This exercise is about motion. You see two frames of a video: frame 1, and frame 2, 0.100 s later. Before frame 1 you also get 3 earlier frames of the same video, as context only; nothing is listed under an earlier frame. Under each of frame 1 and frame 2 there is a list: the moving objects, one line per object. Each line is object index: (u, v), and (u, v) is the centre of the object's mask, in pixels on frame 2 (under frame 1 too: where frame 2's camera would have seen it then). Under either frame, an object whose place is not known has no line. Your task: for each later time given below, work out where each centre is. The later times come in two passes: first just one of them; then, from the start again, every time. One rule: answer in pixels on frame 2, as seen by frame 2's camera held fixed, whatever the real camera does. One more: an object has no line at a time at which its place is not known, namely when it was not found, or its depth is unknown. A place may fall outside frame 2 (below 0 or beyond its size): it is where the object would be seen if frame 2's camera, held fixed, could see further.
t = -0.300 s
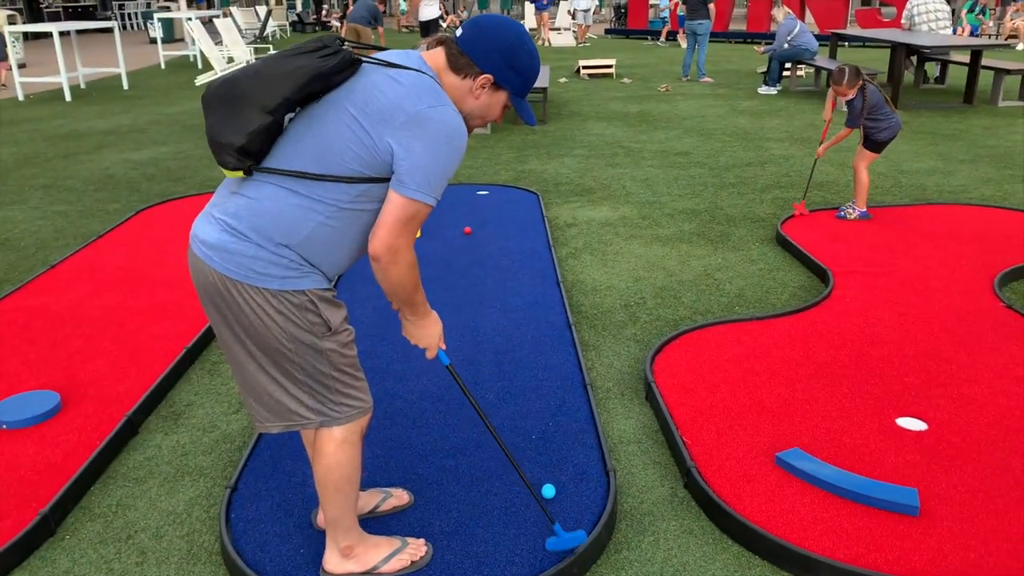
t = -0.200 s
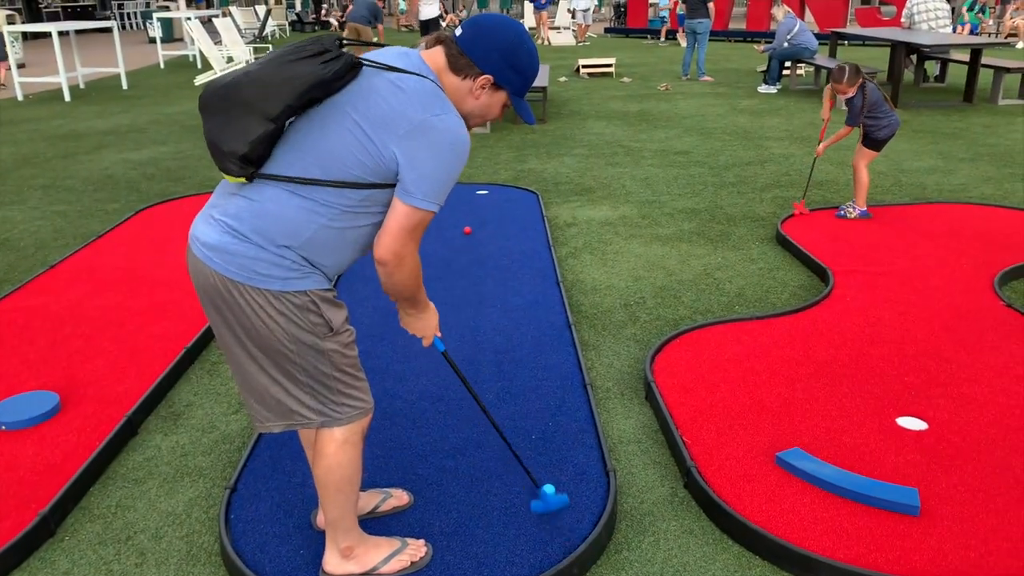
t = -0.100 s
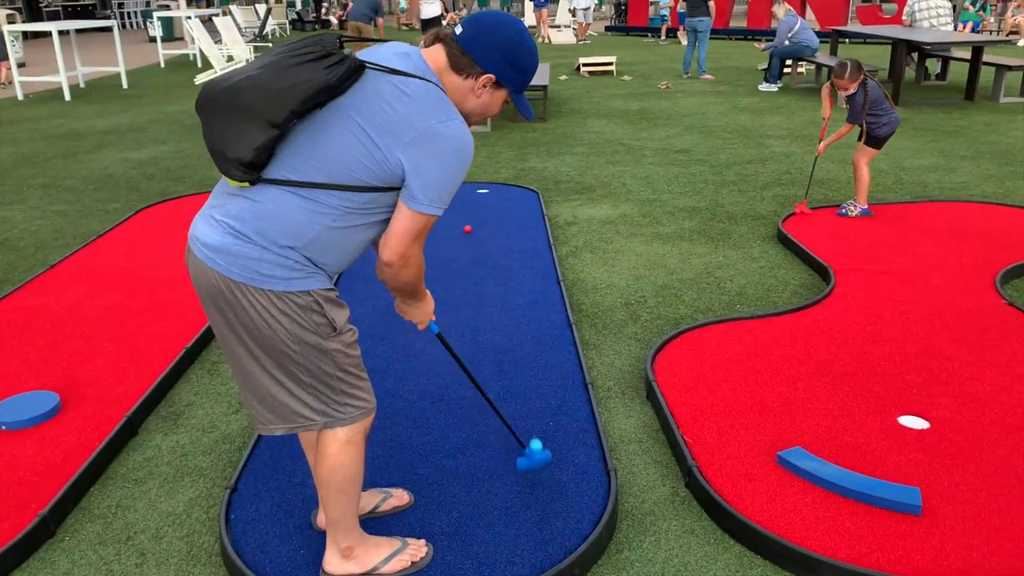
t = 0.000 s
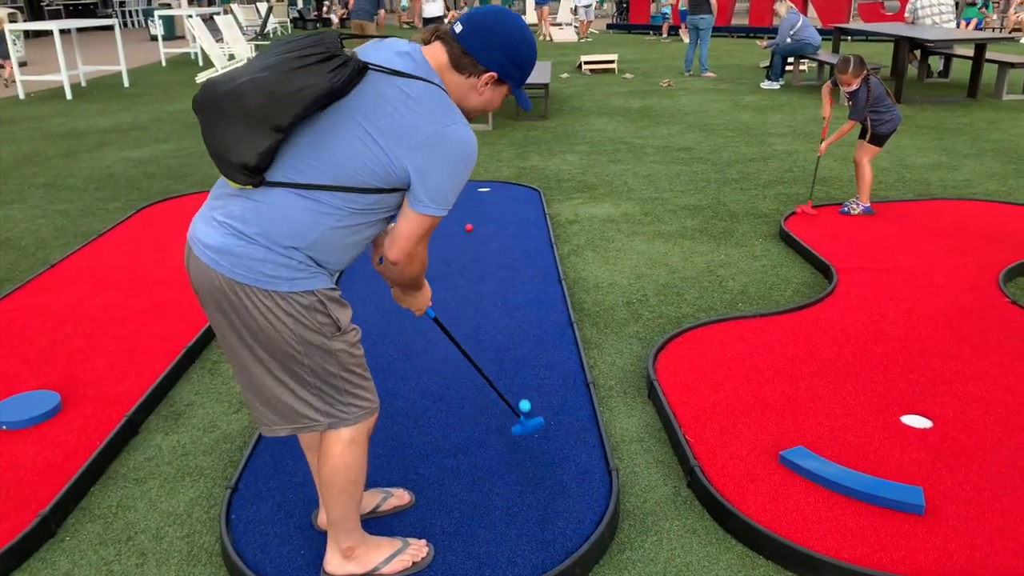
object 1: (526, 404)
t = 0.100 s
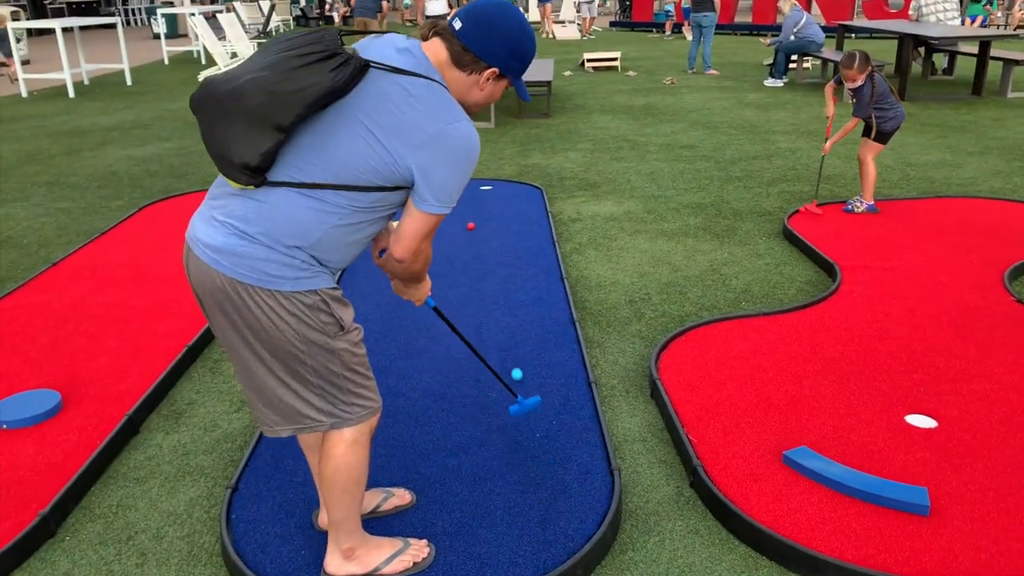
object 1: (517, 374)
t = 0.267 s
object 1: (505, 338)
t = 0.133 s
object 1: (514, 366)
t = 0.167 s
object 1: (511, 358)
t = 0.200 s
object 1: (509, 351)
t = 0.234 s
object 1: (507, 344)
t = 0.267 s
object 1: (505, 338)
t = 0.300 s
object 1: (503, 332)
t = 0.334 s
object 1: (501, 325)
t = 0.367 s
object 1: (500, 320)
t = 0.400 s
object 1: (498, 315)
